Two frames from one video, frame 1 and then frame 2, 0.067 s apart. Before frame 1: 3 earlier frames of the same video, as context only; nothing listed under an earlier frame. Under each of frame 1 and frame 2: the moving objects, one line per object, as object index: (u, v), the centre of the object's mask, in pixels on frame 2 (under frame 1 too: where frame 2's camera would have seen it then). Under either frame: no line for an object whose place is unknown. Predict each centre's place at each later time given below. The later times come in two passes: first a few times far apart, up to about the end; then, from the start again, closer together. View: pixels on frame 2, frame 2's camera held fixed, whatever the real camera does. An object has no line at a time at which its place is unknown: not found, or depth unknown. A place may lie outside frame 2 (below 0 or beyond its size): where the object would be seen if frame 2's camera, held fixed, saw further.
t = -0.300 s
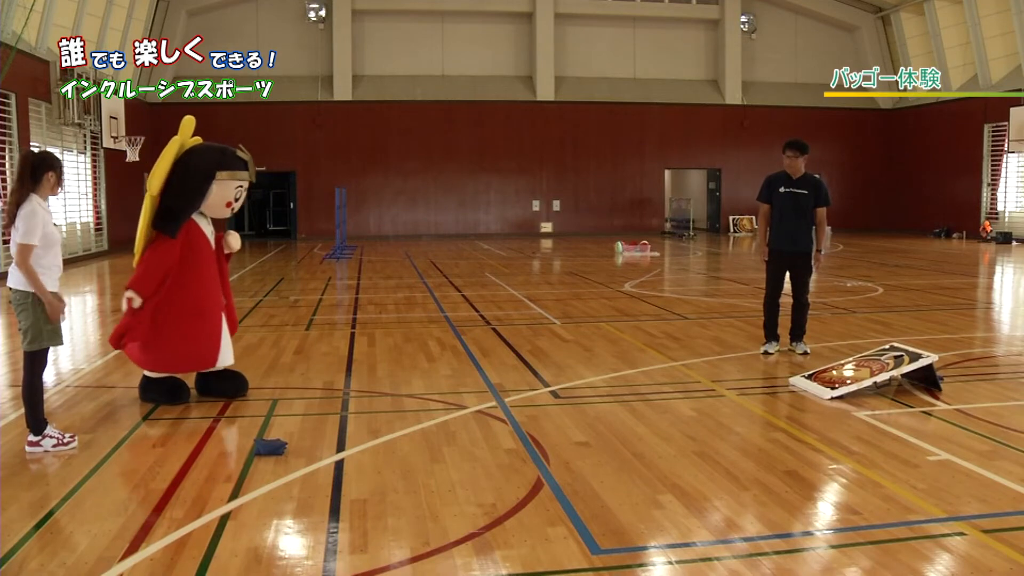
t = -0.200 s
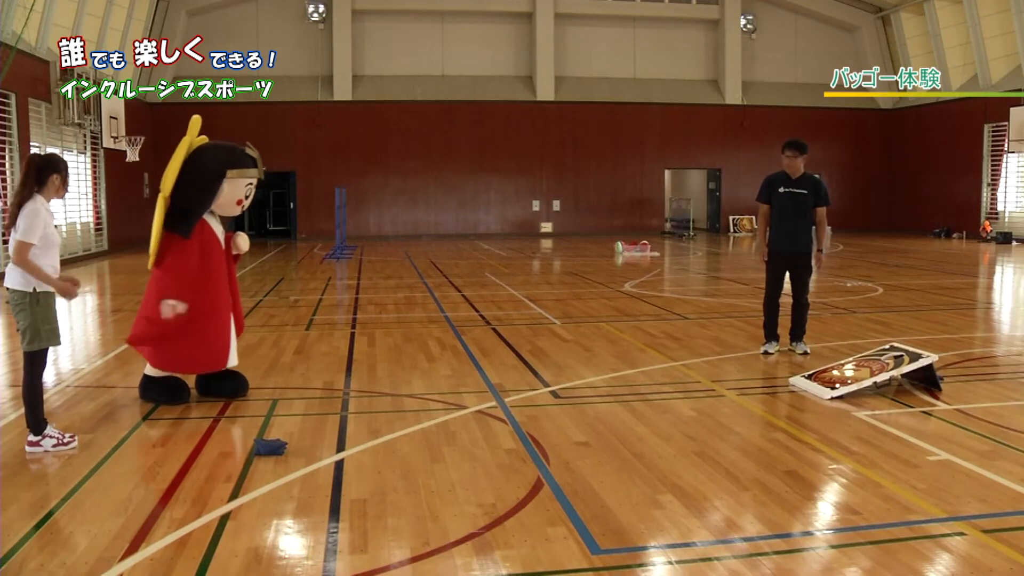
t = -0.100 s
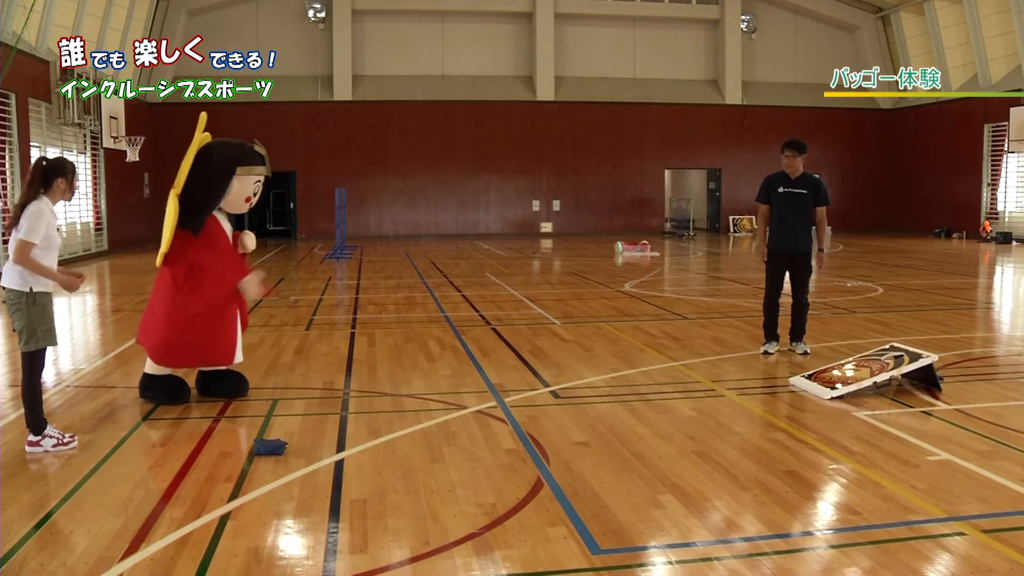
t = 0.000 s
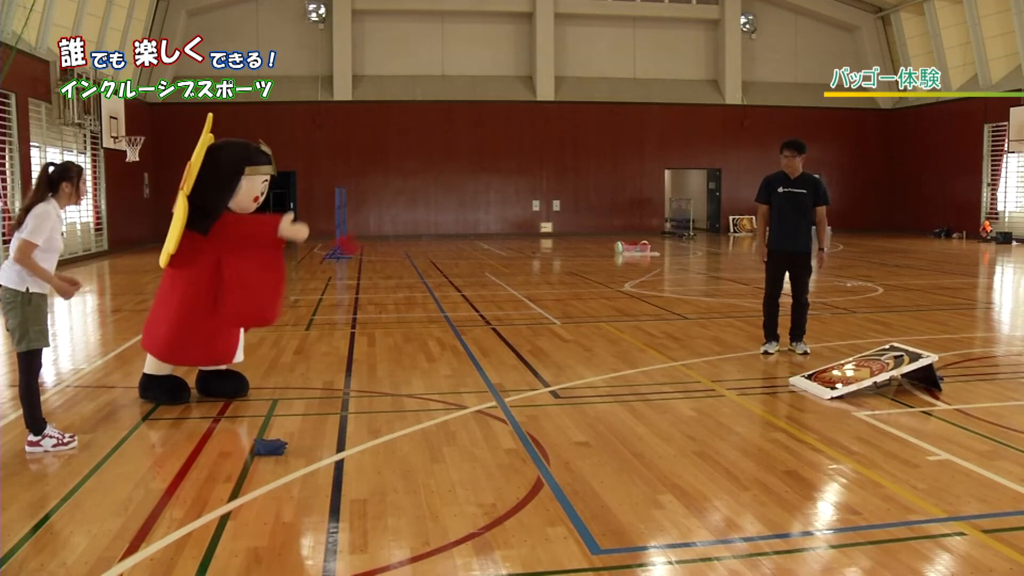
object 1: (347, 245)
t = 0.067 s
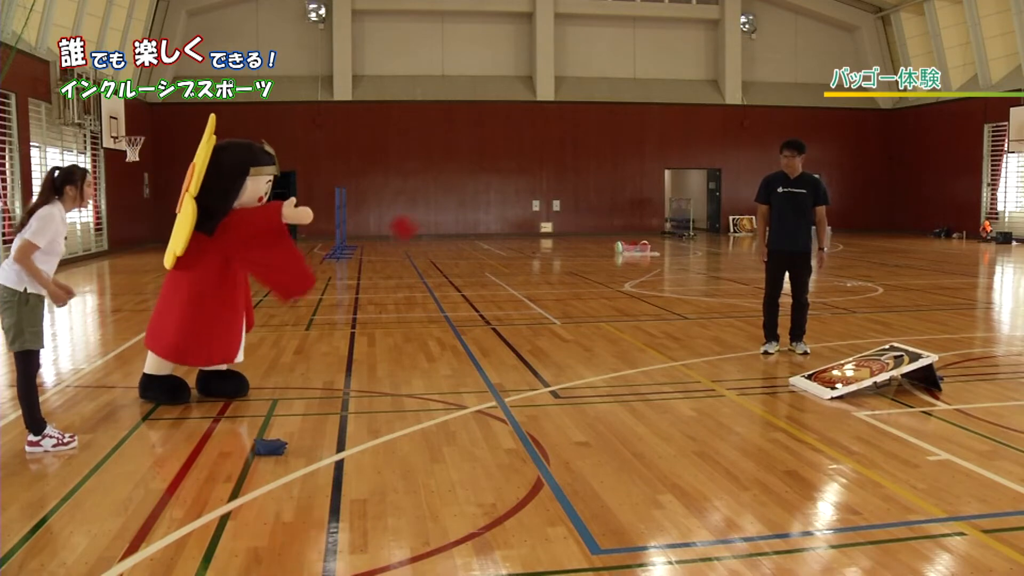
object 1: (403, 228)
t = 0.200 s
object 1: (517, 216)
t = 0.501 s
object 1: (759, 278)
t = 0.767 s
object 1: (901, 359)
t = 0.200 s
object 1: (517, 216)
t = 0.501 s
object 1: (759, 278)
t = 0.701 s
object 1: (883, 367)
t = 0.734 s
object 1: (893, 361)
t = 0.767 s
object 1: (901, 359)
